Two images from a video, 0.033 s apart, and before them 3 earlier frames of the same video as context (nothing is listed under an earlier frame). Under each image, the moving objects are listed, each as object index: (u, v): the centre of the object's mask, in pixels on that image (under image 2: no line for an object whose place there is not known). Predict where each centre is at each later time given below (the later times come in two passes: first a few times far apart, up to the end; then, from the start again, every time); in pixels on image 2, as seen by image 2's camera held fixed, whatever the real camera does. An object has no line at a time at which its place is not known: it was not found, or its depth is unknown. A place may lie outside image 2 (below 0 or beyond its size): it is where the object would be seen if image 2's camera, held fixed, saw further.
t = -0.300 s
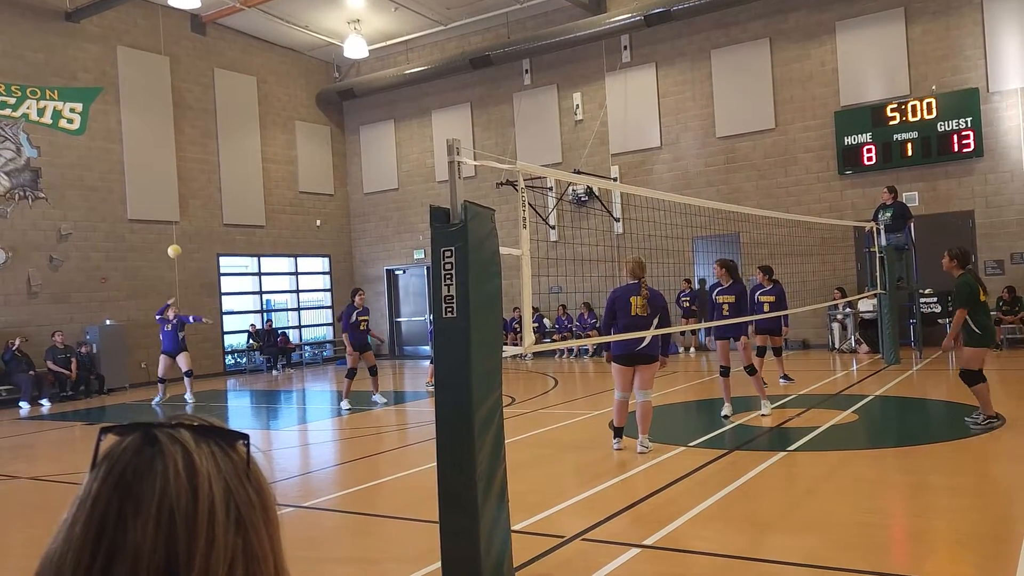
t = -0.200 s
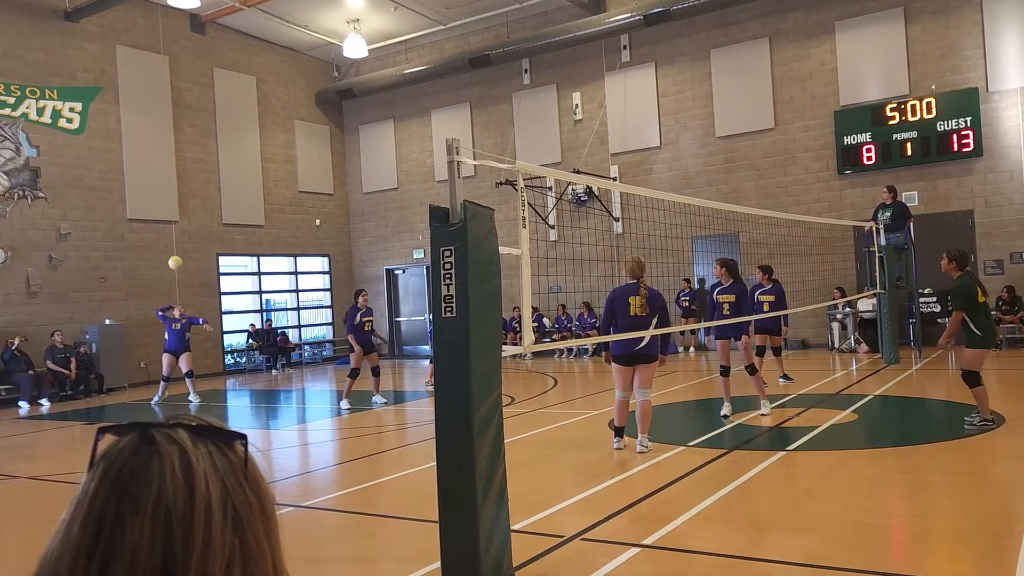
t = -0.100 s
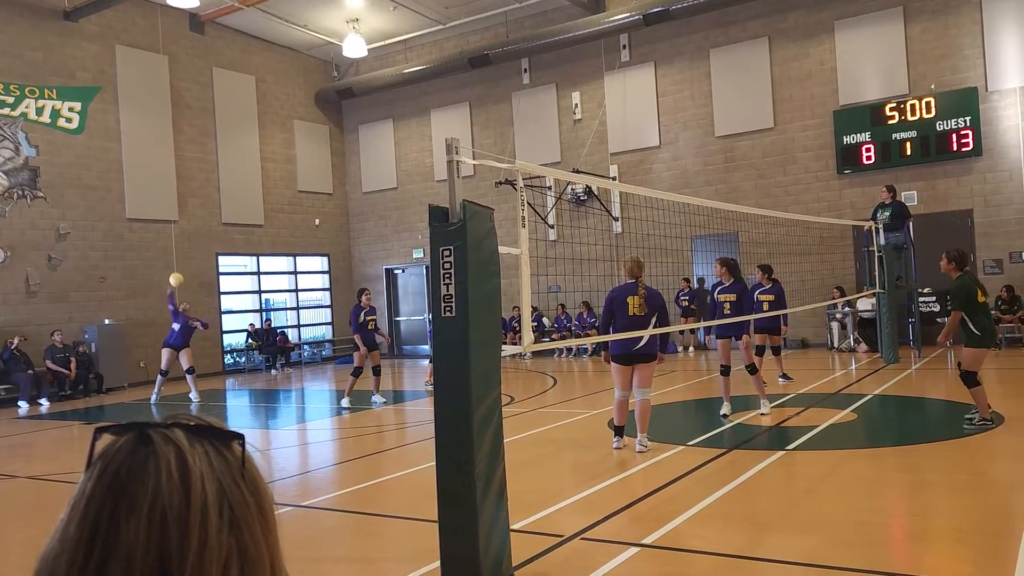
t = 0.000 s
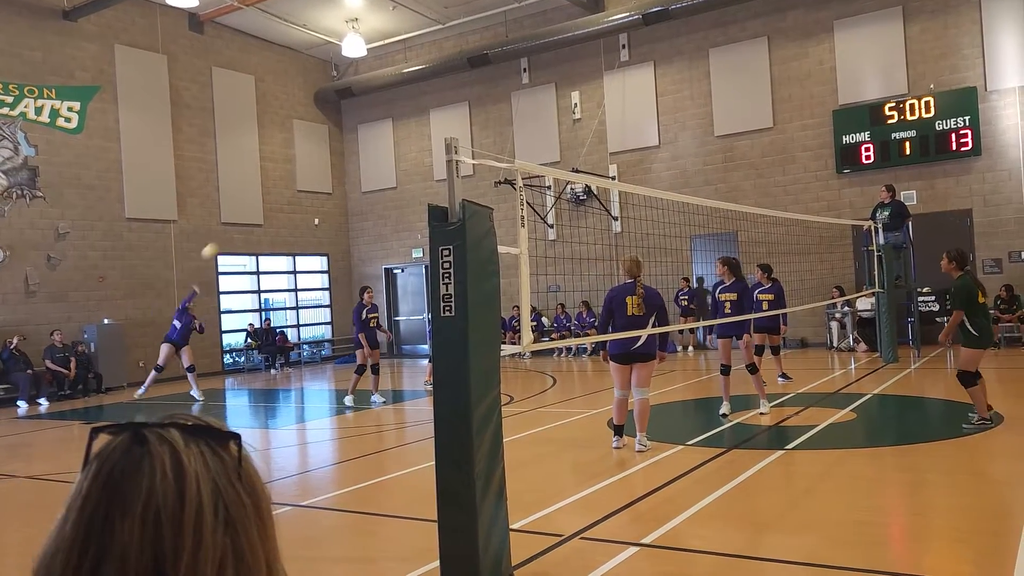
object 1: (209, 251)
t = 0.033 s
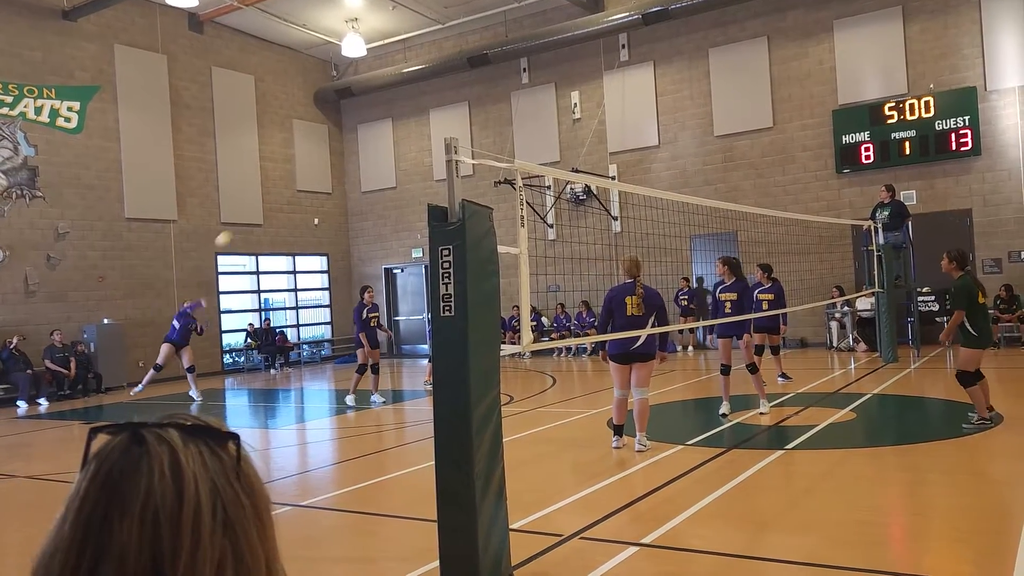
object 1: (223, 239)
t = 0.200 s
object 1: (300, 187)
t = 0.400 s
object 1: (403, 145)
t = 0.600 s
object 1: (523, 129)
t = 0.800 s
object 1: (659, 147)
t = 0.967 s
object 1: (784, 187)
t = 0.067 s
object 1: (238, 228)
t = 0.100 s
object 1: (253, 217)
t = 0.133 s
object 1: (269, 206)
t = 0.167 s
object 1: (285, 196)
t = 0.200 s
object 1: (300, 187)
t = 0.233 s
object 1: (317, 178)
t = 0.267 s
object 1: (334, 170)
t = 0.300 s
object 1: (351, 163)
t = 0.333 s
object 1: (368, 155)
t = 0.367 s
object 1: (386, 150)
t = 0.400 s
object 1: (403, 145)
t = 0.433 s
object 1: (421, 140)
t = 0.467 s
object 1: (441, 134)
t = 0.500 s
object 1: (461, 132)
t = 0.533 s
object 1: (481, 130)
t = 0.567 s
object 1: (501, 130)
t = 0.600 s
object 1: (523, 129)
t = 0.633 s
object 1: (542, 130)
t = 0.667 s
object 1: (565, 130)
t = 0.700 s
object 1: (586, 132)
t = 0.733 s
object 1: (609, 137)
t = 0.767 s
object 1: (632, 141)
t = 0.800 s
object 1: (659, 147)
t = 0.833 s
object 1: (681, 150)
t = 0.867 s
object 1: (706, 158)
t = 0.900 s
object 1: (732, 166)
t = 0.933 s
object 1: (758, 177)
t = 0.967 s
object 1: (784, 187)
